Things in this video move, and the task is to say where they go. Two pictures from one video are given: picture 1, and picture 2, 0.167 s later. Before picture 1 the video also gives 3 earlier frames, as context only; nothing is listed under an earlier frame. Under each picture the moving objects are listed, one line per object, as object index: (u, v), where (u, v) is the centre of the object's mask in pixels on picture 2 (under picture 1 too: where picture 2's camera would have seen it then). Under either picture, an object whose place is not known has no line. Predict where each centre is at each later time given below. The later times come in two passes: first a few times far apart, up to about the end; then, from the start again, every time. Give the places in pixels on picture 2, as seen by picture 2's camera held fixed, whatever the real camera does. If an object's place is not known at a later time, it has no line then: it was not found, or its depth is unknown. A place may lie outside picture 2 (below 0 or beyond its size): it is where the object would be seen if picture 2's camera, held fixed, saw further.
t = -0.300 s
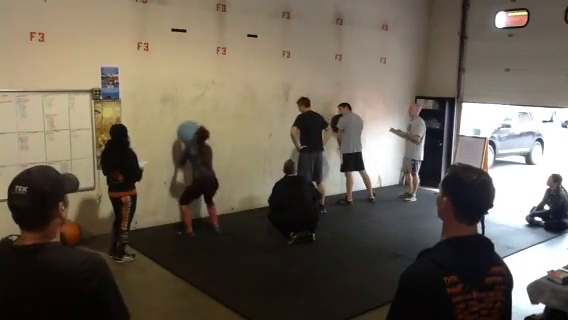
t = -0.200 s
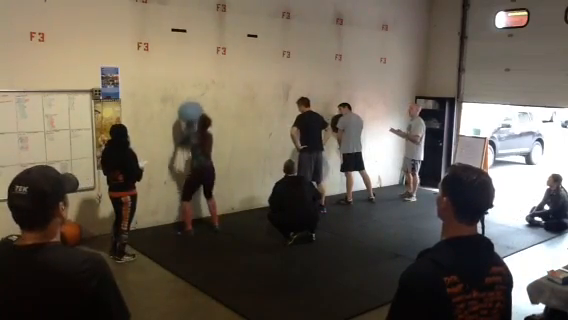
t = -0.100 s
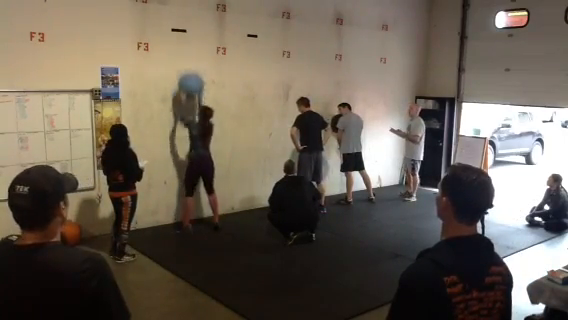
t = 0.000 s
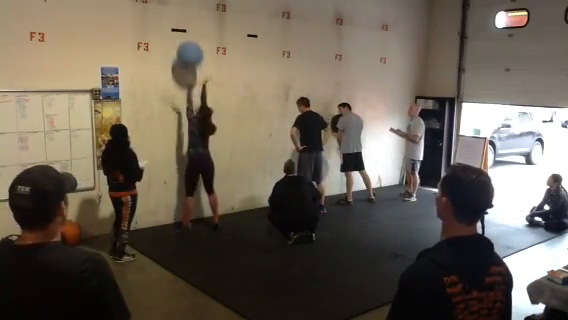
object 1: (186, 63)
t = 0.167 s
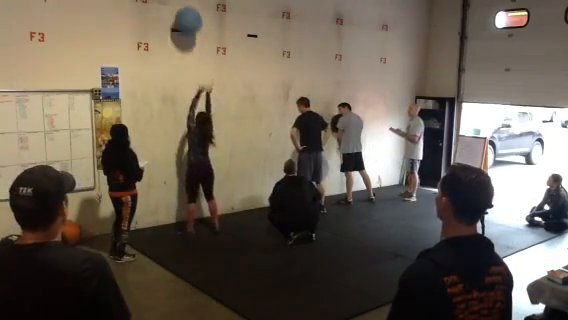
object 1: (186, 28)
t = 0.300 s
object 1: (184, 17)
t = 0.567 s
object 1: (183, 28)
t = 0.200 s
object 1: (185, 24)
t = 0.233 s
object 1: (185, 20)
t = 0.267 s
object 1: (185, 19)
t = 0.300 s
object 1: (184, 17)
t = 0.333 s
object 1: (184, 16)
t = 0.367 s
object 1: (184, 16)
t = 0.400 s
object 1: (184, 16)
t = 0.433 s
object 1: (184, 16)
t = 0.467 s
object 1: (183, 18)
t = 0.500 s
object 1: (183, 20)
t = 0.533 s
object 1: (183, 24)
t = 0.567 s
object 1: (183, 28)
